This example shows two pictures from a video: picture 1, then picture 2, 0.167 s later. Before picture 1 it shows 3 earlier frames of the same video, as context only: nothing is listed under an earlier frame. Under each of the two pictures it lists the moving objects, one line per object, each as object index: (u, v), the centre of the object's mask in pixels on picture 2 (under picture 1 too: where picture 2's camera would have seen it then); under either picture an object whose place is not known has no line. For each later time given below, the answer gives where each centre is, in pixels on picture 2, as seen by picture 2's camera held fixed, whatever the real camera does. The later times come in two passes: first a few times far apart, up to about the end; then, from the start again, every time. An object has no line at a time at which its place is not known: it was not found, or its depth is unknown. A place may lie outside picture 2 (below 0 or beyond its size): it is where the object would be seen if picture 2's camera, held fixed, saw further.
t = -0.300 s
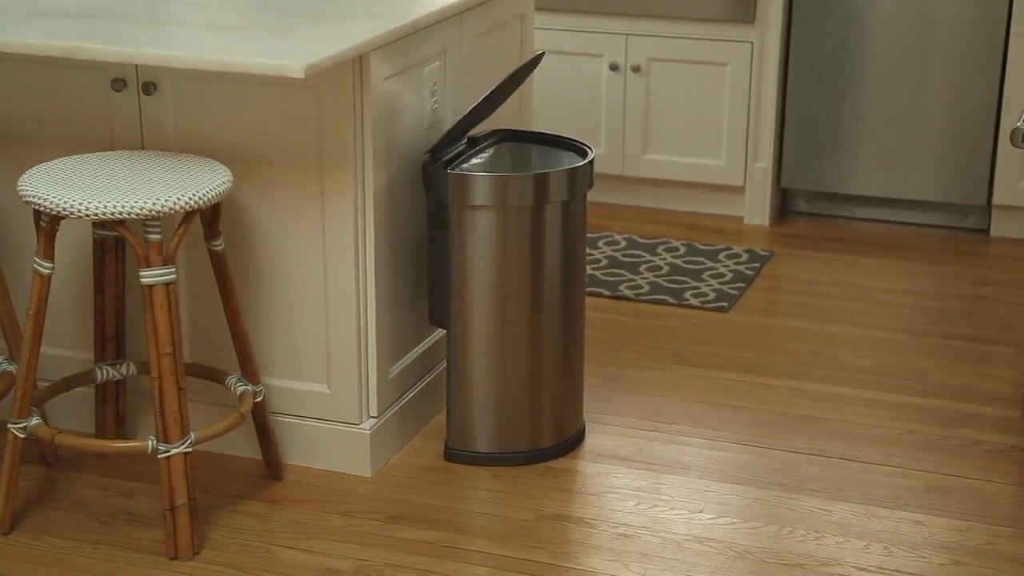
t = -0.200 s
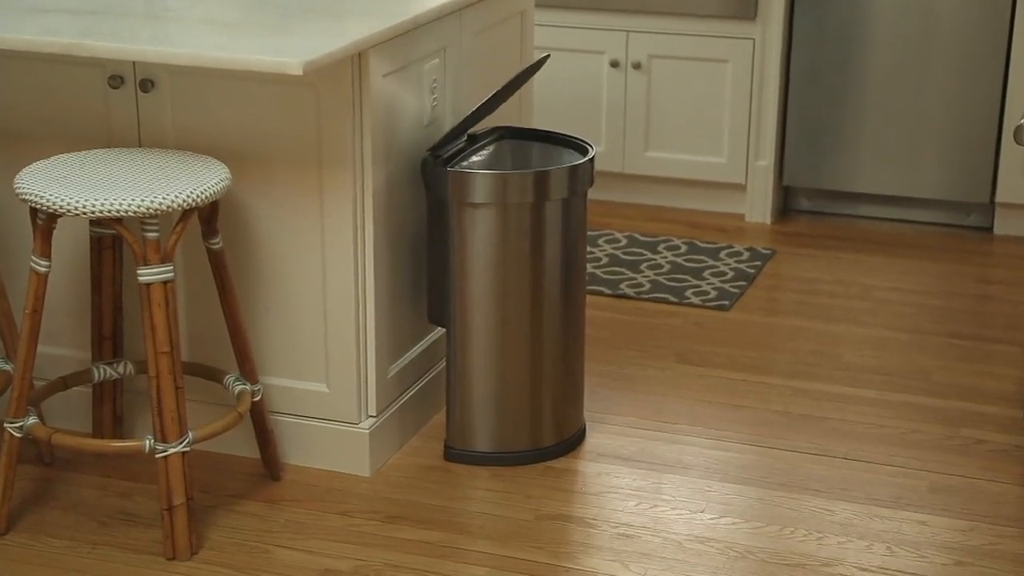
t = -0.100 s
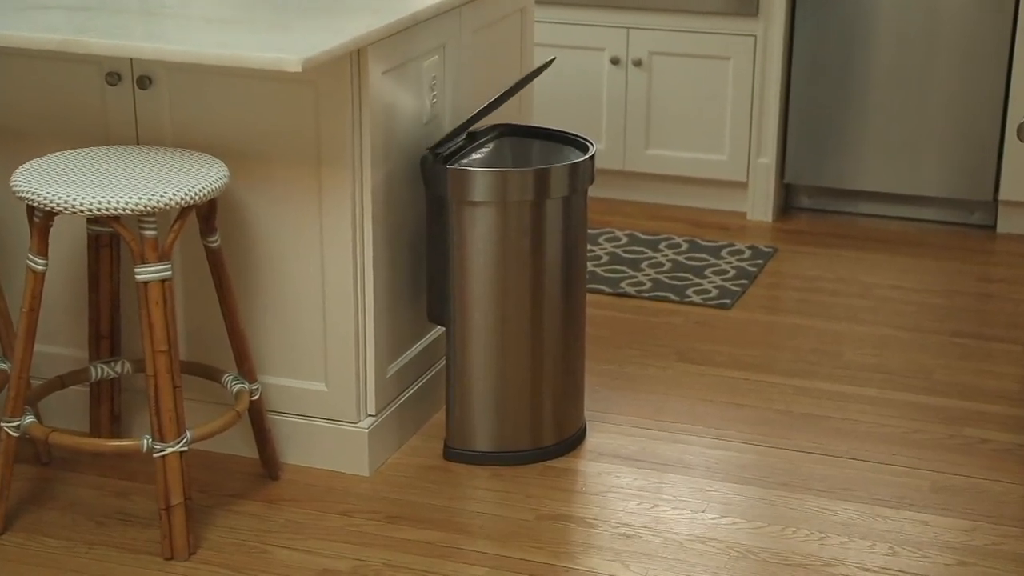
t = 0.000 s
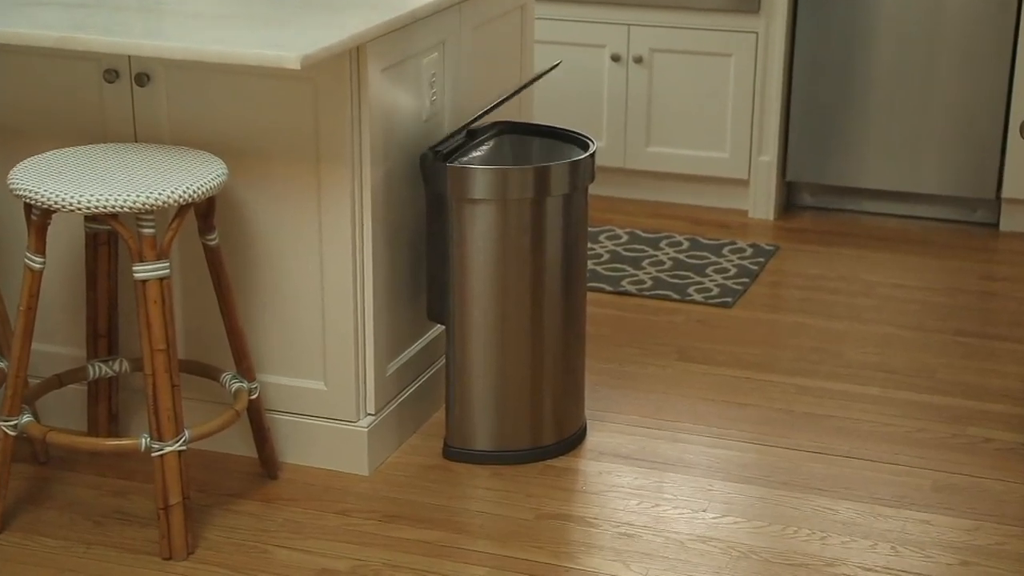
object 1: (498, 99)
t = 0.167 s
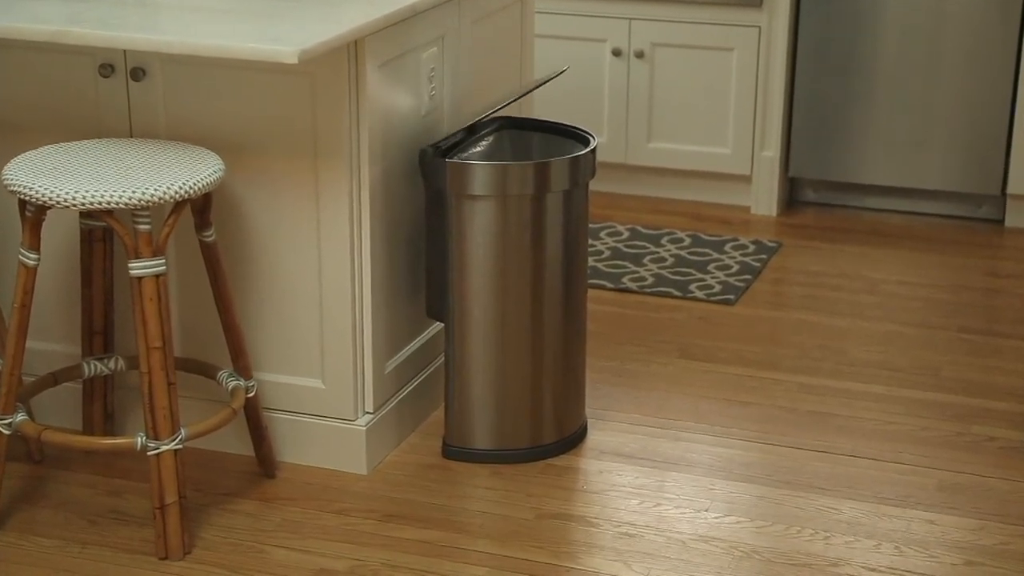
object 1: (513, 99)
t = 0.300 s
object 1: (516, 103)
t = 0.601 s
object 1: (506, 121)
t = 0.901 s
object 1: (509, 131)
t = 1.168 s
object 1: (512, 139)
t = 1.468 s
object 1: (512, 141)
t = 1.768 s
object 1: (515, 141)
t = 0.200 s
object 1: (511, 103)
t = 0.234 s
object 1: (526, 96)
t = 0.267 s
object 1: (517, 101)
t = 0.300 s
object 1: (516, 103)
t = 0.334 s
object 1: (514, 106)
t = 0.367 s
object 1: (506, 111)
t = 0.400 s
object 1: (505, 113)
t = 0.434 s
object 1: (506, 114)
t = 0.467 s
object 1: (505, 115)
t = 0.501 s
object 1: (505, 117)
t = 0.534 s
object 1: (506, 118)
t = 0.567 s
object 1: (506, 120)
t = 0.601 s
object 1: (506, 121)
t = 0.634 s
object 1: (506, 122)
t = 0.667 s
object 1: (507, 123)
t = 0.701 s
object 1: (507, 124)
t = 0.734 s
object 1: (507, 125)
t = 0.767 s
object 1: (507, 126)
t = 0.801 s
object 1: (508, 127)
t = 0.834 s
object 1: (508, 129)
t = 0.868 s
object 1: (508, 130)
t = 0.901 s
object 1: (509, 131)
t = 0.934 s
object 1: (509, 132)
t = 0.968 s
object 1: (509, 133)
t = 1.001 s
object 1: (510, 134)
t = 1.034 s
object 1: (510, 135)
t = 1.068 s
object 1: (510, 137)
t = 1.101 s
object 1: (510, 137)
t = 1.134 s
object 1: (511, 138)
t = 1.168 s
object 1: (512, 139)
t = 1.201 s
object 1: (512, 140)
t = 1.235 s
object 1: (512, 140)
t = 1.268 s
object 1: (511, 141)
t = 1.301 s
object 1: (512, 140)
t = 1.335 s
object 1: (512, 141)
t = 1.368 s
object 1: (512, 141)
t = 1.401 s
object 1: (512, 141)
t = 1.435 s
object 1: (512, 141)
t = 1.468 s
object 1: (512, 141)
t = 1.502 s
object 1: (515, 141)
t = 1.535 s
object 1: (515, 141)
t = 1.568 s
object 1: (515, 141)
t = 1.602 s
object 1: (515, 141)
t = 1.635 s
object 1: (514, 141)
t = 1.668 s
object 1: (515, 141)
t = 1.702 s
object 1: (515, 141)
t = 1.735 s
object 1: (514, 141)
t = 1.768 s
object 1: (515, 141)
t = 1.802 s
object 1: (514, 141)
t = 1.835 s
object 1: (515, 141)
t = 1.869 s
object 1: (514, 141)
